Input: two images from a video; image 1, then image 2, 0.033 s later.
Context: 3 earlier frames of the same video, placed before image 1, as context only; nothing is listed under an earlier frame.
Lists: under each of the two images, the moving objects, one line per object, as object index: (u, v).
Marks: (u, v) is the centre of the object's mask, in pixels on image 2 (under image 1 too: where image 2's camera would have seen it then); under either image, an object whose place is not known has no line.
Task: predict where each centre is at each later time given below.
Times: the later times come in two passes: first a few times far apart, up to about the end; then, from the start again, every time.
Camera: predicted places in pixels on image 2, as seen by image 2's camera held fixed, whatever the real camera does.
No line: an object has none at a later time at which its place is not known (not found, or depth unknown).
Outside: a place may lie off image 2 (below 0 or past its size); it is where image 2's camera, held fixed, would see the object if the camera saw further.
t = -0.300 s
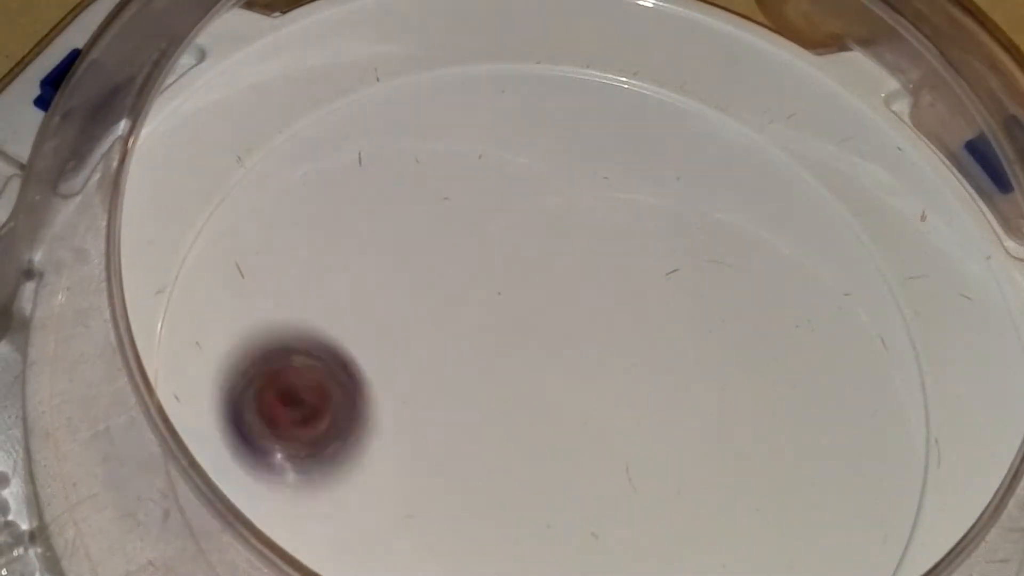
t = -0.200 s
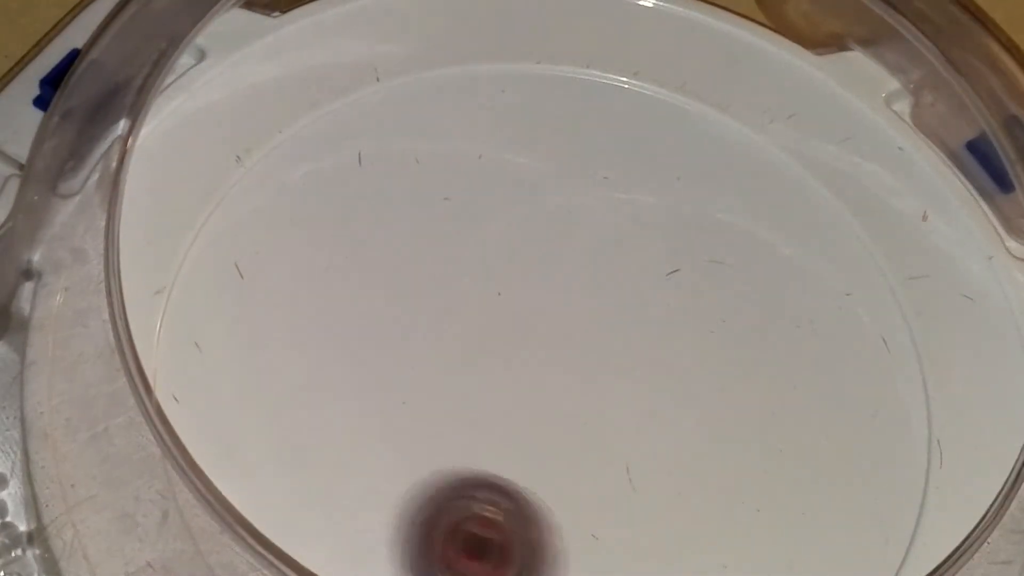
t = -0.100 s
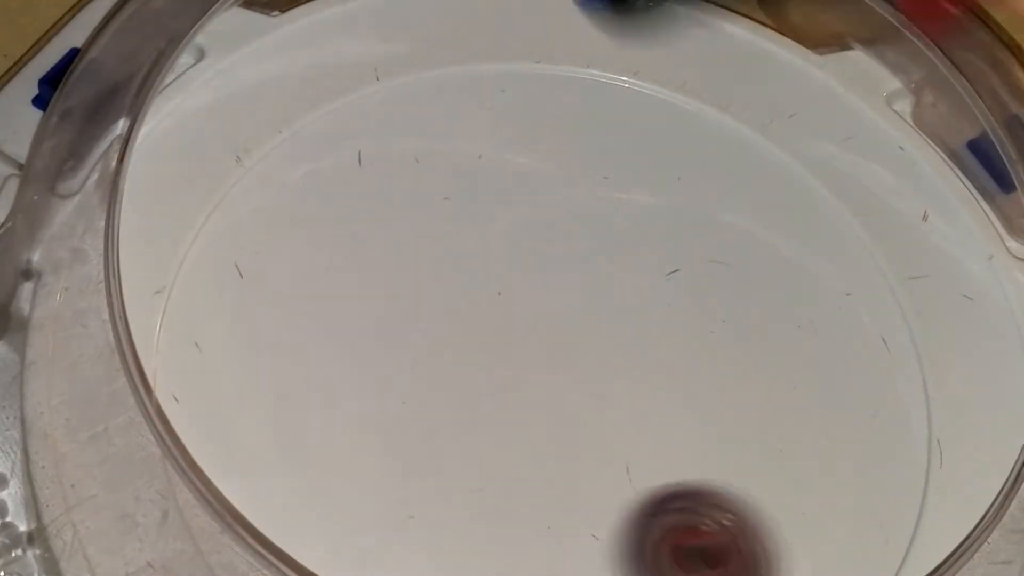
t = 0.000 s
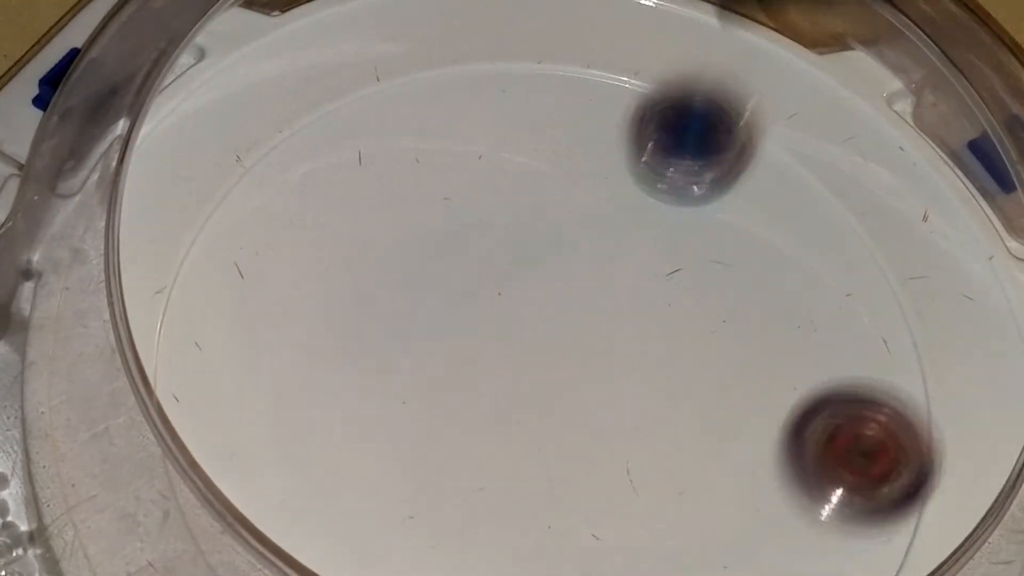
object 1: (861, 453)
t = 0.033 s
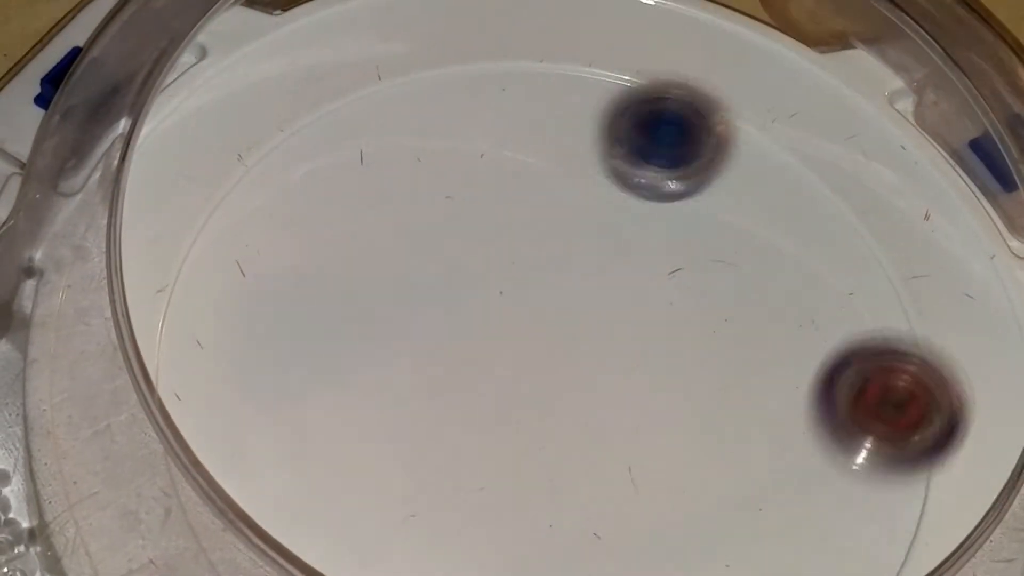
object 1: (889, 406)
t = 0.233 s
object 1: (768, 126)
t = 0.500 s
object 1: (377, 236)
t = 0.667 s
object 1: (423, 513)
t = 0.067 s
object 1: (909, 356)
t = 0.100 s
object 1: (918, 301)
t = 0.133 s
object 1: (893, 247)
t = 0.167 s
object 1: (851, 206)
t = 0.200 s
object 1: (810, 163)
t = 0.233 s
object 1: (768, 126)
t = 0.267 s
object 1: (721, 99)
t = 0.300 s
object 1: (672, 82)
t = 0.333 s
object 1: (616, 76)
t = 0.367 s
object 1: (559, 83)
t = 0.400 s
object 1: (504, 103)
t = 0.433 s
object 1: (453, 137)
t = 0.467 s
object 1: (409, 182)
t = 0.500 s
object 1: (377, 236)
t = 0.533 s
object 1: (359, 295)
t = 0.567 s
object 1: (355, 356)
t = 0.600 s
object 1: (365, 414)
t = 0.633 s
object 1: (388, 472)
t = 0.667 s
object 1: (423, 513)
